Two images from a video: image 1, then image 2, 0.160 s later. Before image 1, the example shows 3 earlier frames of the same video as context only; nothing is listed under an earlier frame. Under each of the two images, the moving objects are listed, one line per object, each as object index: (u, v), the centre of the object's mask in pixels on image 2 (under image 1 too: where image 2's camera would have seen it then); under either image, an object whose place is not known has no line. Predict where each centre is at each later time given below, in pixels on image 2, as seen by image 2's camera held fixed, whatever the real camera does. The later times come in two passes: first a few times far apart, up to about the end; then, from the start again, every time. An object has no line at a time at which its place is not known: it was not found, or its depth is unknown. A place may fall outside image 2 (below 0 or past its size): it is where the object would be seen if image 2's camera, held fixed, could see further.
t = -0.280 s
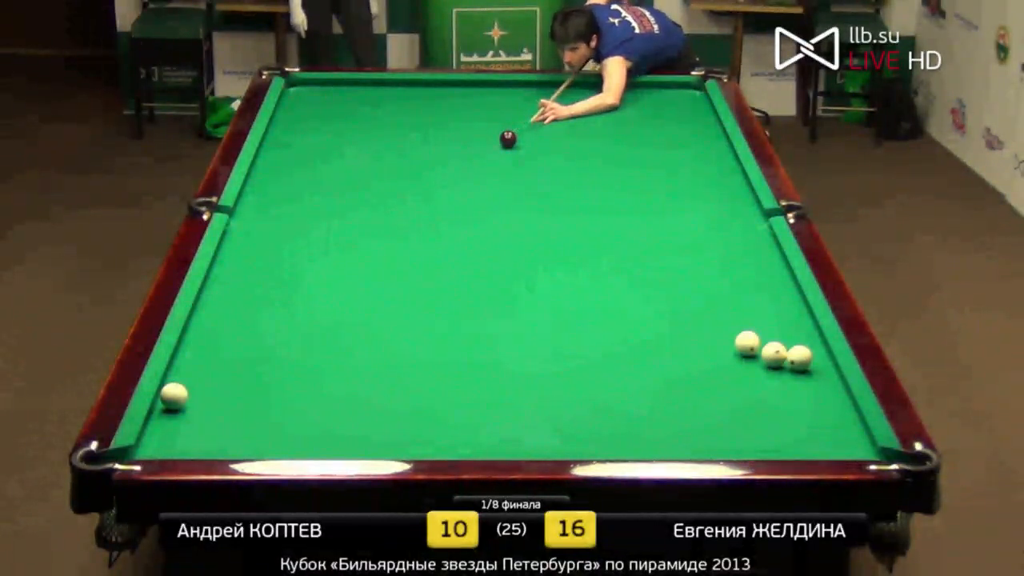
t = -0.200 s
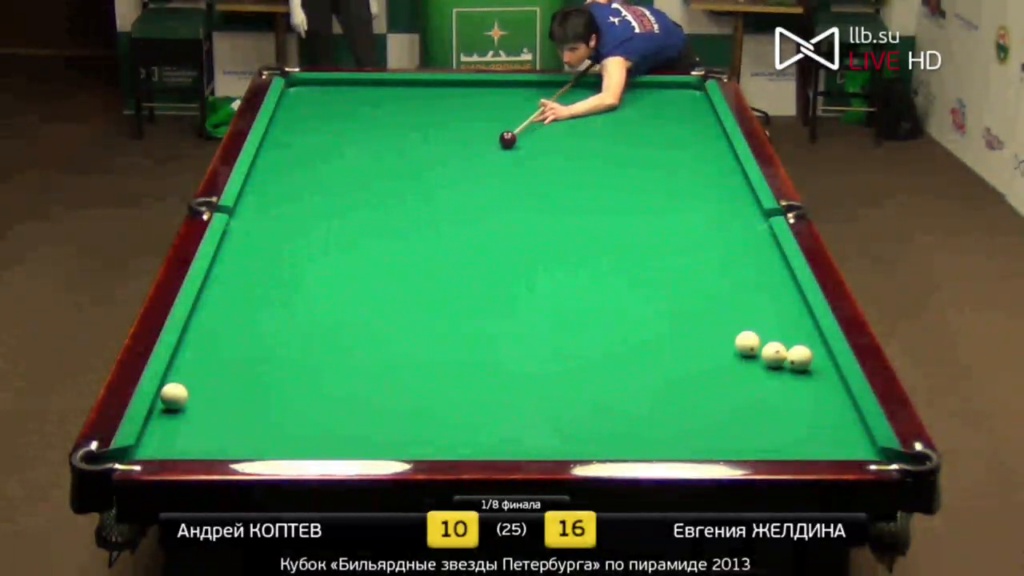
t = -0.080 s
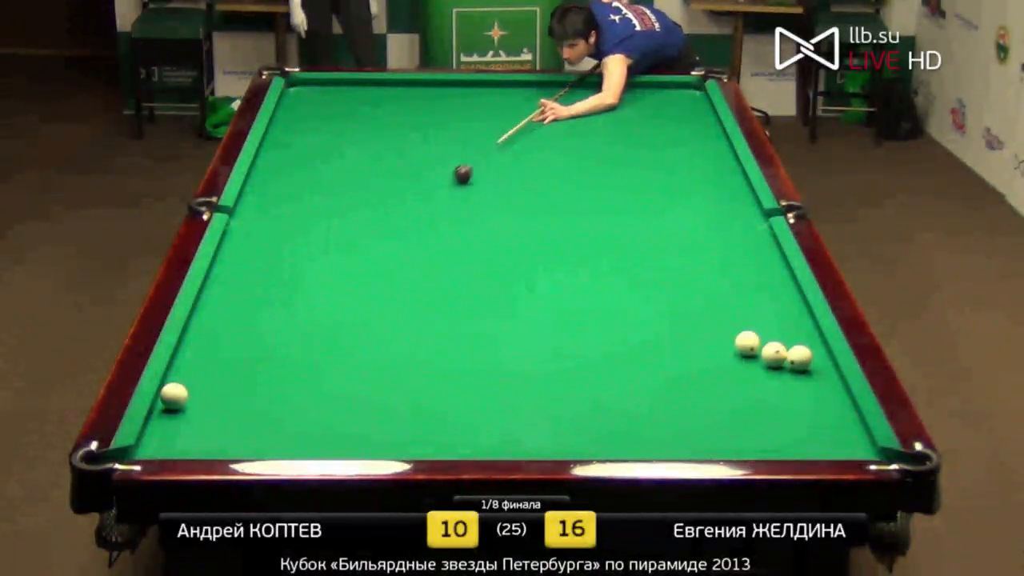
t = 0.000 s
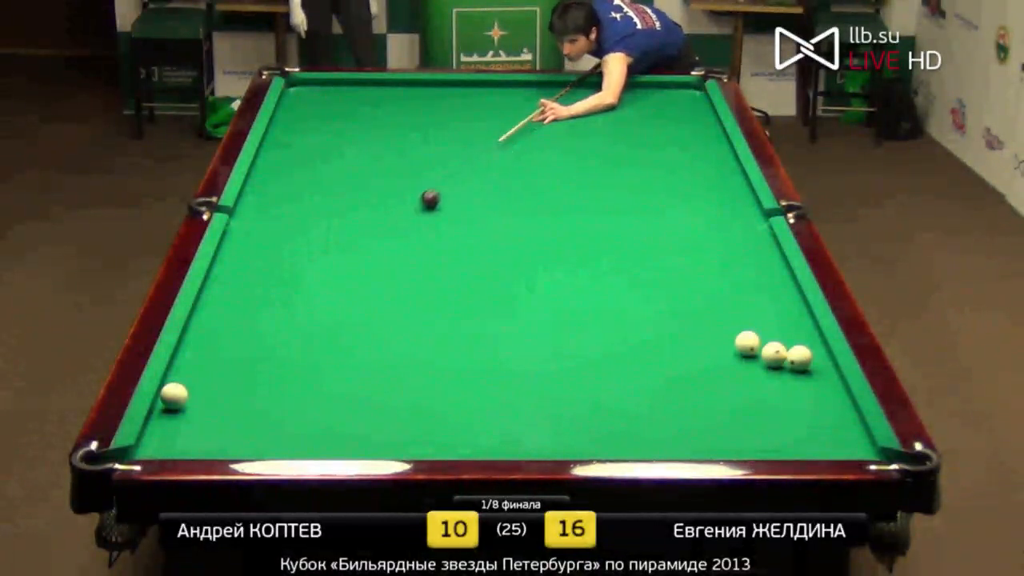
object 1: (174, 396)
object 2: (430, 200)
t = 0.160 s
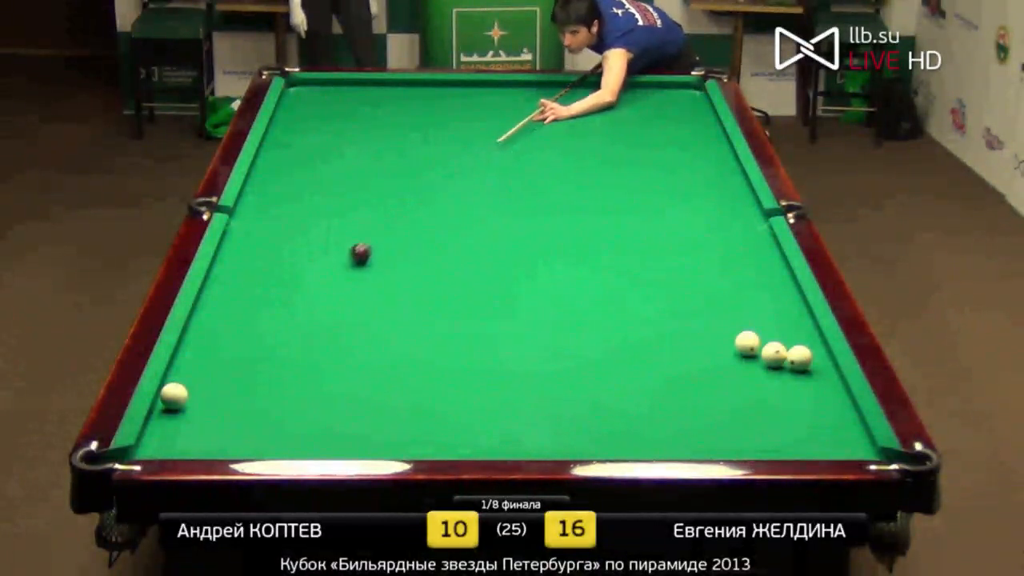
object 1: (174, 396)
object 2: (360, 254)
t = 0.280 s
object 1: (174, 396)
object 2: (304, 298)
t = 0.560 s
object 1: (167, 412)
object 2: (187, 388)
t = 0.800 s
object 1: (231, 430)
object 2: (170, 403)
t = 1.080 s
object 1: (315, 387)
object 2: (165, 421)
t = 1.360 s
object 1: (389, 349)
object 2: (168, 438)
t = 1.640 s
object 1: (454, 316)
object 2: (169, 444)
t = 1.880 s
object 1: (504, 290)
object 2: (165, 441)
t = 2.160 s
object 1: (558, 263)
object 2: (161, 436)
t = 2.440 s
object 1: (607, 238)
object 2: (158, 429)
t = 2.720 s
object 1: (650, 216)
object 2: (157, 424)
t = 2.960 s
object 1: (685, 199)
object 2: (160, 420)
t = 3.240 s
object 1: (721, 180)
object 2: (163, 416)
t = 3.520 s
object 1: (719, 164)
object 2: (166, 413)
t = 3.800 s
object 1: (692, 152)
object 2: (167, 411)
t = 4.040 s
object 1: (670, 142)
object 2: (168, 411)
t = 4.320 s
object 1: (646, 131)
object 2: (167, 410)
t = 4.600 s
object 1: (624, 121)
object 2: (167, 410)
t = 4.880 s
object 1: (602, 112)
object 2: (167, 410)
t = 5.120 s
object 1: (585, 104)
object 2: (167, 410)
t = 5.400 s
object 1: (567, 96)
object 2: (167, 410)
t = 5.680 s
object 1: (549, 88)
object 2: (167, 410)
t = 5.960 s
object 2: (167, 410)
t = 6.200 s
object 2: (167, 410)
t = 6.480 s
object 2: (167, 410)
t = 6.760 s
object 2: (167, 410)
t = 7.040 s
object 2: (167, 410)
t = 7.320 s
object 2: (167, 410)
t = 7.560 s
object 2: (167, 410)
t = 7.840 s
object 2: (167, 410)
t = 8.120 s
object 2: (167, 410)
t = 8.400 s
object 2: (167, 411)
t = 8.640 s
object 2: (167, 410)
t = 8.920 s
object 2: (167, 410)
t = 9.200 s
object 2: (167, 410)
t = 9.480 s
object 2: (167, 410)
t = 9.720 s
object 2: (167, 410)
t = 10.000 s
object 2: (167, 410)
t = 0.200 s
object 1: (174, 396)
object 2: (342, 268)
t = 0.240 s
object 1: (174, 396)
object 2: (323, 283)
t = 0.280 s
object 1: (174, 396)
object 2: (304, 298)
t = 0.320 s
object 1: (174, 396)
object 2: (284, 313)
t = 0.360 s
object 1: (174, 396)
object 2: (265, 328)
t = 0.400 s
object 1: (174, 396)
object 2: (245, 344)
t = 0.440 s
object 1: (174, 396)
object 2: (225, 359)
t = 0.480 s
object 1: (174, 396)
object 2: (205, 375)
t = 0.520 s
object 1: (171, 399)
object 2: (190, 386)
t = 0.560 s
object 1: (167, 412)
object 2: (187, 388)
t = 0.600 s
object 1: (175, 425)
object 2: (186, 389)
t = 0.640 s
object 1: (182, 436)
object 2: (184, 391)
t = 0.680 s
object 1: (189, 444)
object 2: (181, 394)
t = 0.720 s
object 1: (203, 442)
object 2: (177, 396)
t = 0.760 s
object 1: (217, 437)
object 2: (174, 399)
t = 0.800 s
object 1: (231, 430)
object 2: (170, 403)
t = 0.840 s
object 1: (243, 424)
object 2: (166, 405)
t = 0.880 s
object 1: (256, 418)
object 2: (163, 408)
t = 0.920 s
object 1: (268, 411)
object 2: (164, 411)
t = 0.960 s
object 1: (280, 405)
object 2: (164, 413)
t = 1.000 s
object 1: (292, 399)
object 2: (165, 416)
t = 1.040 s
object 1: (303, 393)
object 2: (165, 419)
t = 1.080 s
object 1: (315, 387)
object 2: (165, 421)
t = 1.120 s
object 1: (326, 381)
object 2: (165, 424)
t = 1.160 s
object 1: (337, 376)
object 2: (166, 426)
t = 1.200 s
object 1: (348, 370)
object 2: (166, 429)
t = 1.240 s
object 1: (358, 365)
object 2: (166, 432)
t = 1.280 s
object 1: (368, 360)
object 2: (167, 434)
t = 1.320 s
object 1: (379, 355)
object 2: (167, 436)
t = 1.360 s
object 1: (389, 349)
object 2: (168, 438)
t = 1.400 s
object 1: (398, 345)
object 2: (168, 440)
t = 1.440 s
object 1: (408, 340)
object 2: (168, 441)
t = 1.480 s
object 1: (417, 335)
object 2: (169, 443)
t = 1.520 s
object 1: (427, 330)
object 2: (169, 444)
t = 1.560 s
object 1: (436, 325)
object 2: (169, 445)
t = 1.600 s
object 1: (445, 321)
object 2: (169, 445)
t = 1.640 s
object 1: (454, 316)
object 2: (169, 444)
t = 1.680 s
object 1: (463, 312)
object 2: (168, 444)
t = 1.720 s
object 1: (472, 307)
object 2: (167, 443)
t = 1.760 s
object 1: (480, 303)
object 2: (167, 443)
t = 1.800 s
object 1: (488, 299)
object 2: (166, 442)
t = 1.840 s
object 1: (497, 294)
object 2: (166, 441)
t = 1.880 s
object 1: (504, 290)
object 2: (165, 441)
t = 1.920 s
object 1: (513, 286)
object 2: (165, 440)
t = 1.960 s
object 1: (521, 282)
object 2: (164, 439)
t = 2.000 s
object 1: (528, 278)
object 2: (163, 438)
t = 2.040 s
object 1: (536, 274)
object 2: (163, 438)
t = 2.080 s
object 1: (544, 271)
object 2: (162, 437)
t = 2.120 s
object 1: (551, 267)
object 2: (162, 436)
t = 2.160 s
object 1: (558, 263)
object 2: (161, 436)
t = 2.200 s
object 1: (565, 259)
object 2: (160, 435)
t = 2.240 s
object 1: (572, 256)
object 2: (160, 434)
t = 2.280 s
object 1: (579, 252)
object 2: (160, 433)
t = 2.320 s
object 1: (586, 249)
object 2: (159, 432)
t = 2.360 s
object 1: (593, 245)
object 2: (159, 431)
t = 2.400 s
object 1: (600, 242)
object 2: (158, 430)
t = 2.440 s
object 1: (607, 238)
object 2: (158, 429)
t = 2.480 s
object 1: (613, 235)
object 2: (157, 429)
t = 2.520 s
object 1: (619, 232)
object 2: (157, 428)
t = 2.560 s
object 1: (626, 229)
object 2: (156, 427)
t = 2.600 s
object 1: (632, 226)
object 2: (156, 427)
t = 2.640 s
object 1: (638, 222)
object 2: (157, 426)
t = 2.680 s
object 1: (644, 219)
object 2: (157, 425)
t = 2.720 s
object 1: (650, 216)
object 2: (157, 424)
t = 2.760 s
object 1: (656, 213)
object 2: (158, 424)
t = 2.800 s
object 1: (662, 210)
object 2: (159, 423)
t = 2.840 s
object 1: (668, 207)
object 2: (159, 422)
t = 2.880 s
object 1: (673, 205)
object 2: (160, 421)
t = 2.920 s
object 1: (679, 202)
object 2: (160, 421)
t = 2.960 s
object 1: (685, 199)
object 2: (160, 420)
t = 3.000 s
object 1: (690, 196)
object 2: (161, 419)
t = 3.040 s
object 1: (695, 193)
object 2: (161, 419)
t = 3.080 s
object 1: (701, 190)
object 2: (161, 418)
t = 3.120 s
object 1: (706, 188)
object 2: (162, 418)
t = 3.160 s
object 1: (711, 185)
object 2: (162, 417)
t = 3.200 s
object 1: (716, 182)
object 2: (163, 417)
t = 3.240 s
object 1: (721, 180)
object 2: (163, 416)
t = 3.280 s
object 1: (726, 177)
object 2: (163, 416)
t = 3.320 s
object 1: (731, 175)
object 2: (164, 415)
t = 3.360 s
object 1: (736, 172)
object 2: (164, 414)
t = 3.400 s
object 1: (732, 170)
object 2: (165, 414)
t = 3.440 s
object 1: (727, 168)
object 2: (165, 414)
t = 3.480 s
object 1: (723, 166)
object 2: (166, 413)
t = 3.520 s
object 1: (719, 164)
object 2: (166, 413)
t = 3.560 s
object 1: (715, 162)
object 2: (166, 413)
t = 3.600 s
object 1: (711, 161)
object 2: (167, 412)
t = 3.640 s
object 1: (707, 159)
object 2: (167, 412)
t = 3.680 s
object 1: (703, 157)
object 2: (167, 412)
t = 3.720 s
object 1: (700, 155)
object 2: (167, 411)
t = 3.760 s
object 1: (696, 154)
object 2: (167, 411)
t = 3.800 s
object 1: (692, 152)
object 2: (167, 411)
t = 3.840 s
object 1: (688, 150)
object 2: (167, 411)
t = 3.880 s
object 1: (684, 149)
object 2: (168, 411)
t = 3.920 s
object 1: (681, 147)
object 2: (168, 410)
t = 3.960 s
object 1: (677, 145)
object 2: (168, 411)
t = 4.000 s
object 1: (674, 144)
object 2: (168, 411)
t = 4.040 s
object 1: (670, 142)
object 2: (168, 411)
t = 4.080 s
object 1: (667, 140)
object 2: (168, 411)
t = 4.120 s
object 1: (663, 139)
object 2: (167, 411)
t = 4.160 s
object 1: (659, 137)
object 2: (167, 410)
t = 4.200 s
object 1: (656, 136)
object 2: (167, 410)
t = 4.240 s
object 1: (653, 134)
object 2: (167, 410)
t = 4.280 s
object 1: (649, 133)
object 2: (167, 410)
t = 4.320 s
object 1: (646, 131)
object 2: (167, 410)
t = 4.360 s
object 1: (643, 130)
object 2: (167, 410)
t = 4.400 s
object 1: (639, 128)
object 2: (167, 410)
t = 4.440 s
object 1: (636, 127)
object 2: (167, 410)
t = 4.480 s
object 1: (633, 125)
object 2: (167, 410)
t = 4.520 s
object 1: (630, 124)
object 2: (167, 410)
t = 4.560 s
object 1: (627, 122)
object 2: (167, 410)
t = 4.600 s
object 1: (624, 121)
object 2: (167, 410)
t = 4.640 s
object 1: (620, 120)
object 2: (167, 410)
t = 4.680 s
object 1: (617, 118)
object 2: (167, 410)
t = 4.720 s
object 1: (614, 117)
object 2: (167, 410)
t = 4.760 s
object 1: (611, 116)
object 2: (167, 410)
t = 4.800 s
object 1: (608, 114)
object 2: (167, 410)
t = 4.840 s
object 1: (605, 113)
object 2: (167, 410)
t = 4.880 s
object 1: (602, 112)
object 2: (167, 410)
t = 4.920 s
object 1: (600, 110)
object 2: (167, 410)
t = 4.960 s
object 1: (597, 109)
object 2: (167, 410)
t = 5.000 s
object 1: (593, 108)
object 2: (167, 410)
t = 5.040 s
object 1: (591, 106)
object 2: (167, 410)
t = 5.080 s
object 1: (588, 105)
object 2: (167, 410)
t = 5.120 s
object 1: (585, 104)
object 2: (167, 410)
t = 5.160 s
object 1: (582, 103)
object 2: (167, 410)
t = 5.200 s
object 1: (580, 102)
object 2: (167, 410)
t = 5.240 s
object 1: (577, 100)
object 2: (167, 410)
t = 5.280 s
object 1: (574, 99)
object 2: (167, 410)
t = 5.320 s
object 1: (572, 98)
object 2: (167, 410)
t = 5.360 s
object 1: (569, 97)
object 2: (167, 410)
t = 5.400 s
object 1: (567, 96)
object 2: (167, 410)
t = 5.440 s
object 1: (564, 94)
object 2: (167, 410)
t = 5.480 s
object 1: (561, 93)
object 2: (167, 410)
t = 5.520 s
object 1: (559, 92)
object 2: (167, 410)
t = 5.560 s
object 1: (556, 91)
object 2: (167, 410)
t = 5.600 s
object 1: (554, 90)
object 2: (167, 410)
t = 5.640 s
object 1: (551, 89)
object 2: (167, 410)
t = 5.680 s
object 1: (549, 88)
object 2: (167, 410)
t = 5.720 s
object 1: (546, 87)
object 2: (167, 410)
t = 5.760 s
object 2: (167, 410)
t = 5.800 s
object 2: (167, 410)
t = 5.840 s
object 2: (167, 410)
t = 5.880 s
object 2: (167, 410)
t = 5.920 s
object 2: (167, 411)
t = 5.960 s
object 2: (167, 410)
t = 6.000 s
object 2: (167, 410)
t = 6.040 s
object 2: (167, 410)
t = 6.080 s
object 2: (167, 410)
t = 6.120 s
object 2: (167, 410)
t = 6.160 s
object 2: (167, 410)
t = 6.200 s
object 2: (167, 410)
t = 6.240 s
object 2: (167, 410)
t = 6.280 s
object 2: (167, 410)
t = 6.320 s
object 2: (167, 410)
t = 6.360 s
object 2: (167, 410)
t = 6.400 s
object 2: (167, 410)
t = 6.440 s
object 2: (167, 410)
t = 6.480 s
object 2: (167, 410)
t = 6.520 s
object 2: (167, 410)
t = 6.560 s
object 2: (167, 410)
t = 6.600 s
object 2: (167, 410)
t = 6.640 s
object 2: (167, 410)
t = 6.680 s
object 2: (167, 410)
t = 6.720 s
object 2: (167, 410)
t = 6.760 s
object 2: (167, 410)
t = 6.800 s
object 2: (167, 410)
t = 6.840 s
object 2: (167, 410)
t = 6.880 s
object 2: (167, 410)
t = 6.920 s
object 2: (167, 410)
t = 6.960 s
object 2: (167, 410)
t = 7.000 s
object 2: (167, 410)
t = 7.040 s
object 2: (167, 410)
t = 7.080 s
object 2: (167, 410)
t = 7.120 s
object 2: (167, 410)
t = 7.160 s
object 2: (167, 410)
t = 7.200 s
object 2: (167, 410)
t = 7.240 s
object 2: (167, 410)
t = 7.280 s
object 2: (167, 410)
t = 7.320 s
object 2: (167, 410)
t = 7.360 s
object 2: (167, 410)
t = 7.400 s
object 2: (167, 410)
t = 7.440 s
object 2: (167, 410)
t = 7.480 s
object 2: (167, 410)
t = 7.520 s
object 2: (167, 410)
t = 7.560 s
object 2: (167, 410)
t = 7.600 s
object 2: (167, 410)
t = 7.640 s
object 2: (167, 410)
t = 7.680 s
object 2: (167, 410)
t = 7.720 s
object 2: (167, 410)
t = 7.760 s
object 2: (167, 410)
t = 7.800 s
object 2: (167, 410)
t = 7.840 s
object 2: (167, 410)
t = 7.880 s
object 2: (167, 410)
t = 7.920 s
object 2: (167, 410)
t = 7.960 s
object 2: (167, 410)
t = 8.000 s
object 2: (167, 410)
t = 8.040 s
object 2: (167, 410)
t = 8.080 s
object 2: (167, 410)
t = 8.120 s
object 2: (167, 410)
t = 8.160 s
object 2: (167, 410)
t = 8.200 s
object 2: (167, 410)
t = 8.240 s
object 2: (167, 410)
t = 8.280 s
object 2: (167, 410)
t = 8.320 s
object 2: (167, 411)
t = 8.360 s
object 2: (167, 410)
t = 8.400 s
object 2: (167, 411)
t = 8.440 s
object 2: (167, 410)
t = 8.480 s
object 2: (167, 410)
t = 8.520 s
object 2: (167, 410)
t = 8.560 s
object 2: (167, 410)
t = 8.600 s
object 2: (167, 410)
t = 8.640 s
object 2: (167, 410)
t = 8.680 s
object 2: (167, 411)
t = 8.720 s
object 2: (167, 410)
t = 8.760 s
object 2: (167, 410)
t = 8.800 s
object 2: (167, 410)
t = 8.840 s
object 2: (167, 410)
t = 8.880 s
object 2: (167, 410)
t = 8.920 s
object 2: (167, 410)
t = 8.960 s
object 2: (167, 410)
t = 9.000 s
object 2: (167, 410)
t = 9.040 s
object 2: (167, 410)
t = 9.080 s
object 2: (167, 410)
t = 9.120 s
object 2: (167, 410)
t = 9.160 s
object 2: (167, 410)
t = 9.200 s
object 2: (167, 410)
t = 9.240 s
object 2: (167, 410)
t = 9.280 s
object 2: (167, 410)
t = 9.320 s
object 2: (167, 410)
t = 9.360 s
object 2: (167, 410)
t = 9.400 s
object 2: (167, 410)
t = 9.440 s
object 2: (167, 410)
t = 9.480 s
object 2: (167, 410)
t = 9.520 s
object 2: (167, 410)
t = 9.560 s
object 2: (167, 410)
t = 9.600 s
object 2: (167, 410)
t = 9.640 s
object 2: (167, 410)
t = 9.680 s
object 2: (167, 410)
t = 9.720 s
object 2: (167, 410)
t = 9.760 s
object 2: (167, 410)
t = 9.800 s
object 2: (167, 410)
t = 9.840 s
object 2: (167, 410)
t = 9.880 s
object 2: (167, 410)
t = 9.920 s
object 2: (167, 410)
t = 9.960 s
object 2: (167, 410)
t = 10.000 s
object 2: (167, 410)
